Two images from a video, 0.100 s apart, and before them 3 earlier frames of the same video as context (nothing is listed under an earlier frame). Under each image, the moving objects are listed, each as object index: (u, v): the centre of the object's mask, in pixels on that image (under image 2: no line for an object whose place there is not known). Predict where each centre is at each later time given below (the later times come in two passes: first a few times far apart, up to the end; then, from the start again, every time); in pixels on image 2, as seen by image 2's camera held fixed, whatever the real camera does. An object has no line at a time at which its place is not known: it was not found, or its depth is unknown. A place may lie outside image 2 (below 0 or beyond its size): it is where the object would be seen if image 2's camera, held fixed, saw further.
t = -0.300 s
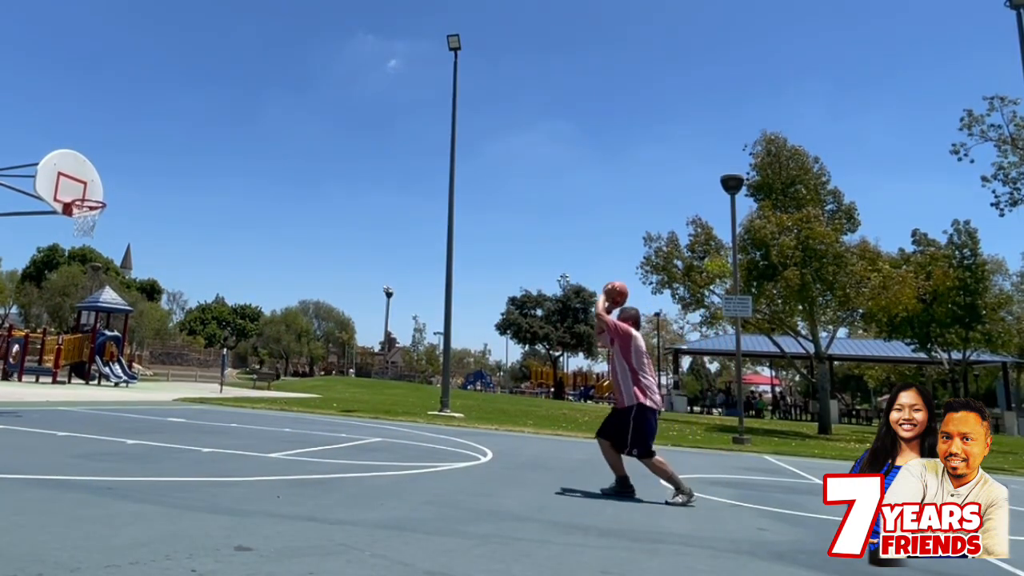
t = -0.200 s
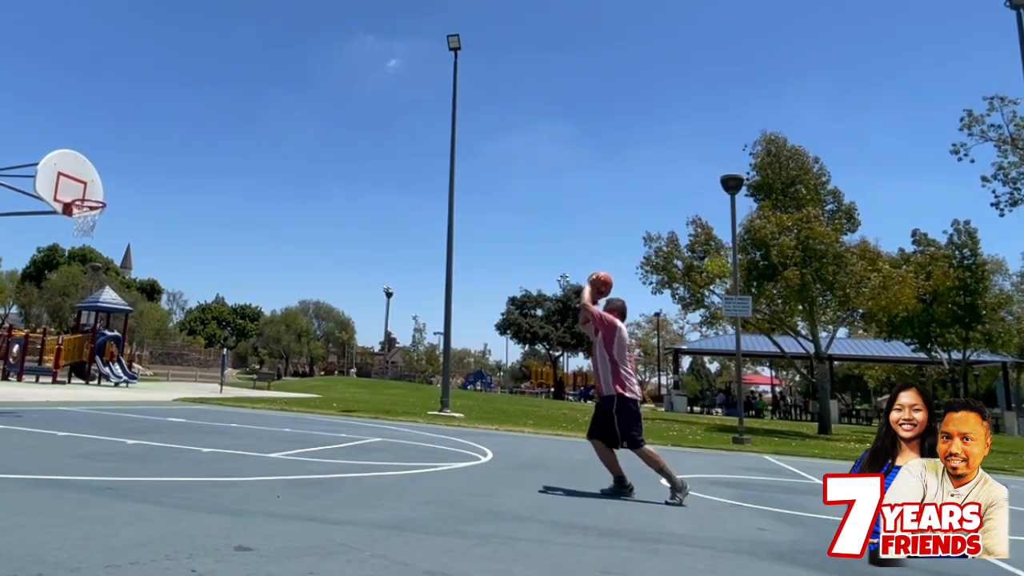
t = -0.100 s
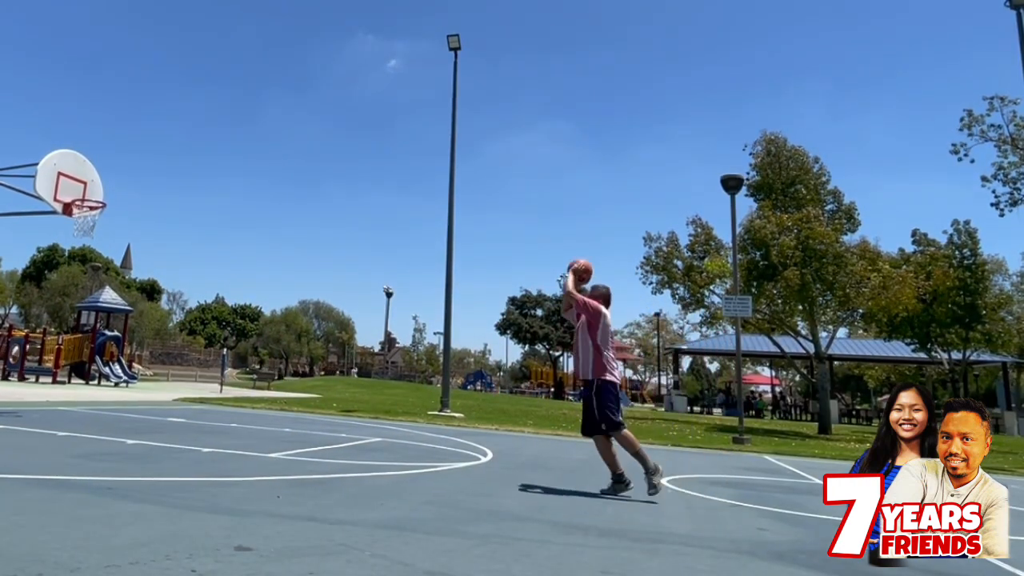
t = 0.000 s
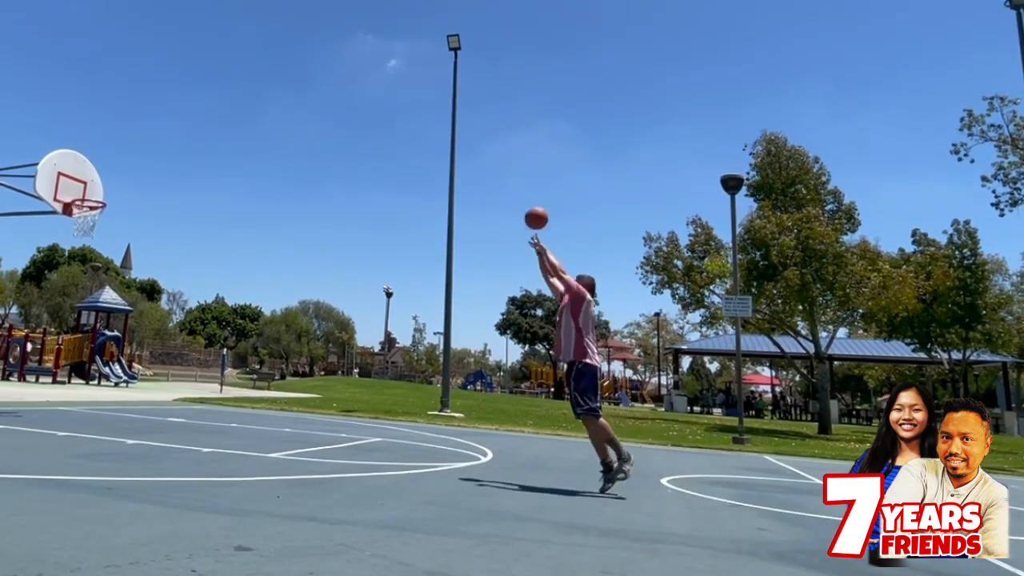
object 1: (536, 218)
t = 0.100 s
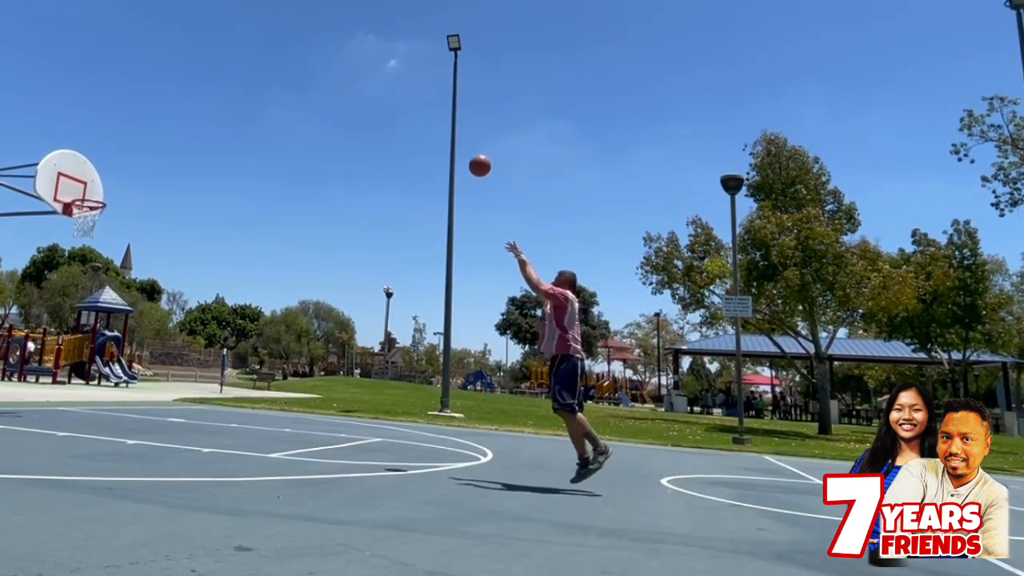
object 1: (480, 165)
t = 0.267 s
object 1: (398, 107)
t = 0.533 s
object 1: (287, 71)
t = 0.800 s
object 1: (190, 87)
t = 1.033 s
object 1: (111, 137)
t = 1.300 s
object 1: (77, 218)
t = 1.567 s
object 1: (133, 330)
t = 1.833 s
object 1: (200, 370)
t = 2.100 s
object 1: (282, 286)
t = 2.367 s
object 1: (360, 257)
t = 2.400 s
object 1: (370, 257)
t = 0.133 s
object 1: (463, 151)
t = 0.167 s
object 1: (445, 138)
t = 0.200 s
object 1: (429, 126)
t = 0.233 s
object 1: (413, 116)
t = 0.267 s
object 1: (398, 107)
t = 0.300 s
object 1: (383, 99)
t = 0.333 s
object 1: (368, 92)
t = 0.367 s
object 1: (354, 86)
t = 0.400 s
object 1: (340, 81)
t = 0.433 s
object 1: (327, 77)
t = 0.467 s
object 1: (313, 75)
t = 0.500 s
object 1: (300, 73)
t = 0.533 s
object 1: (287, 71)
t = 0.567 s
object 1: (274, 71)
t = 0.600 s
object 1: (262, 71)
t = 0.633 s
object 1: (250, 72)
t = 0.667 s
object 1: (238, 74)
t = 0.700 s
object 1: (226, 76)
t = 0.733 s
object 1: (213, 79)
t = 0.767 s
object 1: (202, 83)
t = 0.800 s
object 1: (190, 87)
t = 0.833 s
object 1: (179, 93)
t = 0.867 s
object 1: (167, 99)
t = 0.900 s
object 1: (156, 105)
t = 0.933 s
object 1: (145, 113)
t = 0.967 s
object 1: (133, 120)
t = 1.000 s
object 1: (122, 129)
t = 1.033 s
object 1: (111, 137)
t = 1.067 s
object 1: (100, 147)
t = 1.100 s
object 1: (90, 156)
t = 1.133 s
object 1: (79, 167)
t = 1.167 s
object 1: (68, 179)
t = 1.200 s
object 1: (56, 191)
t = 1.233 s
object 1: (62, 200)
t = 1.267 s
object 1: (69, 209)
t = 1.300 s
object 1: (77, 218)
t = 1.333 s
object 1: (84, 228)
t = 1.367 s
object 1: (92, 240)
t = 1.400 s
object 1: (99, 251)
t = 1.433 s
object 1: (107, 265)
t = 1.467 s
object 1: (113, 280)
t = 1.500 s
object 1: (119, 296)
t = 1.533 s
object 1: (126, 311)
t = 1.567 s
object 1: (133, 330)
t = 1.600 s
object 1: (140, 349)
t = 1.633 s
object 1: (147, 369)
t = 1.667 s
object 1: (152, 391)
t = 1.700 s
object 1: (159, 413)
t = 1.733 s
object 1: (167, 417)
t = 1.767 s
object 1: (179, 400)
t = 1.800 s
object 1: (189, 385)
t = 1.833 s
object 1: (200, 370)
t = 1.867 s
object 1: (211, 356)
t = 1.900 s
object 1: (221, 343)
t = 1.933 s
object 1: (232, 332)
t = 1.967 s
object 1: (242, 321)
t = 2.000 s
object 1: (253, 312)
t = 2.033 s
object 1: (262, 302)
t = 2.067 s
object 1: (272, 293)
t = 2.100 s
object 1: (282, 286)
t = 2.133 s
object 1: (292, 279)
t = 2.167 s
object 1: (302, 273)
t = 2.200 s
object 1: (311, 269)
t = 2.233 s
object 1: (321, 265)
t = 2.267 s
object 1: (331, 262)
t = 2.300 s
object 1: (341, 259)
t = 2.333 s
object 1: (350, 258)
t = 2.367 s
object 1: (360, 257)
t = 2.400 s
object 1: (370, 257)
